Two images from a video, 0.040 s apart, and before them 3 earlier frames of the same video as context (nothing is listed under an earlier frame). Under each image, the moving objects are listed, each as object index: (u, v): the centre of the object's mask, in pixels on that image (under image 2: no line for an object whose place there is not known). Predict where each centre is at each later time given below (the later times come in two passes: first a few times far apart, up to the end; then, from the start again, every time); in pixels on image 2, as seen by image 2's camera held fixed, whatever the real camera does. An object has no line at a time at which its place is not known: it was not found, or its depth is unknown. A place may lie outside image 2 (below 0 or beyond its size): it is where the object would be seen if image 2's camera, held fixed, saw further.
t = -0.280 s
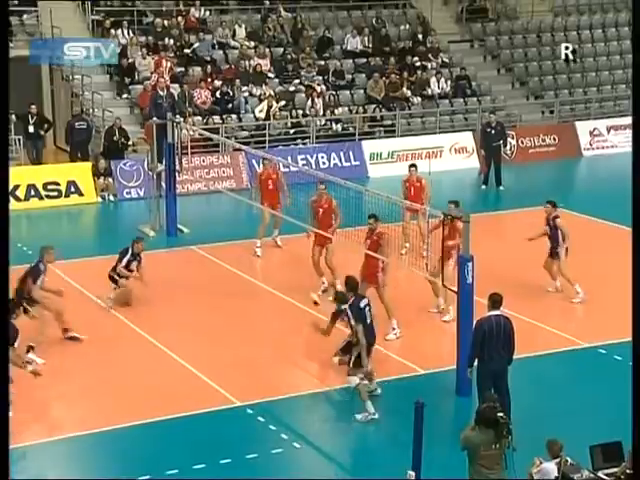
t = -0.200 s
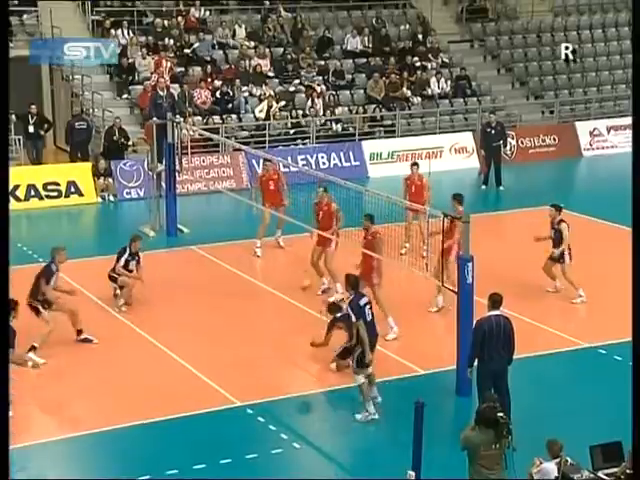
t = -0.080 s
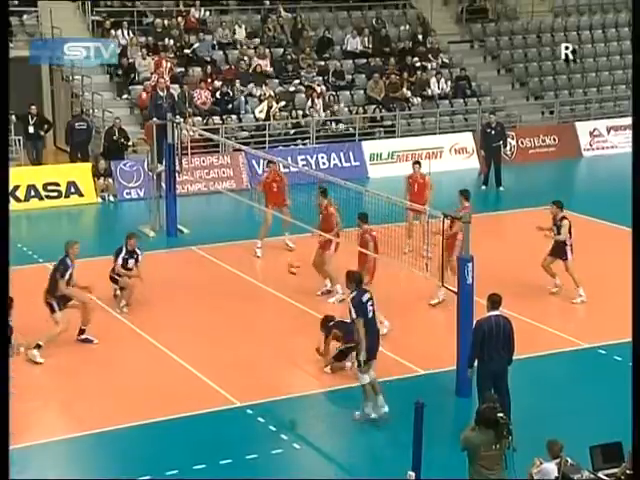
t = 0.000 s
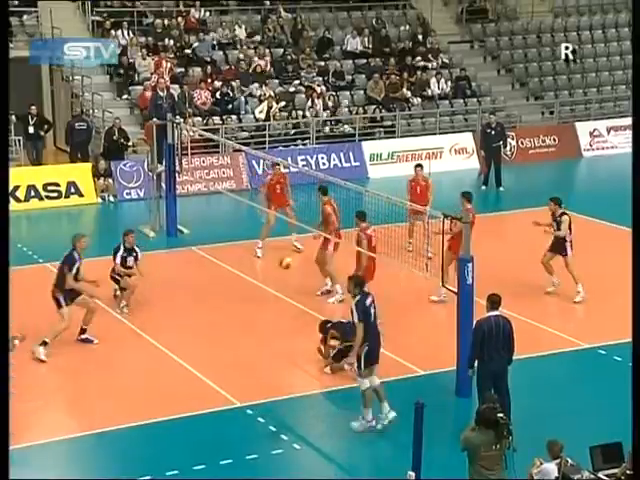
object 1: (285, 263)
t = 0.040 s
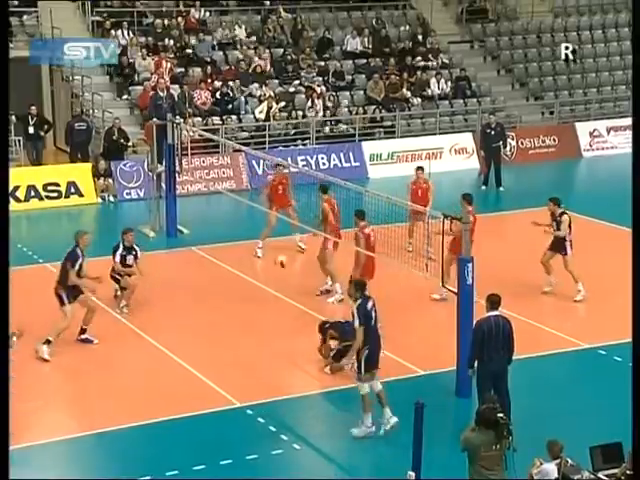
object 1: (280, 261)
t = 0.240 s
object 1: (261, 267)
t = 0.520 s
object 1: (233, 317)
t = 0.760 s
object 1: (211, 316)
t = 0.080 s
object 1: (277, 260)
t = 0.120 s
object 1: (273, 261)
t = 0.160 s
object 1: (268, 262)
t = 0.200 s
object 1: (265, 265)
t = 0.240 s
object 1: (261, 267)
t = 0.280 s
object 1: (257, 272)
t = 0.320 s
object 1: (252, 278)
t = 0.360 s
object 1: (247, 284)
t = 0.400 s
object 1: (245, 290)
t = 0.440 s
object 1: (242, 298)
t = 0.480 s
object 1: (238, 308)
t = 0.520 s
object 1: (233, 317)
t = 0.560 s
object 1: (229, 327)
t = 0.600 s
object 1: (225, 341)
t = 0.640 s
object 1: (219, 342)
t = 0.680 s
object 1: (219, 332)
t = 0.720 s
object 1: (214, 323)
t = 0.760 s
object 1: (211, 316)
